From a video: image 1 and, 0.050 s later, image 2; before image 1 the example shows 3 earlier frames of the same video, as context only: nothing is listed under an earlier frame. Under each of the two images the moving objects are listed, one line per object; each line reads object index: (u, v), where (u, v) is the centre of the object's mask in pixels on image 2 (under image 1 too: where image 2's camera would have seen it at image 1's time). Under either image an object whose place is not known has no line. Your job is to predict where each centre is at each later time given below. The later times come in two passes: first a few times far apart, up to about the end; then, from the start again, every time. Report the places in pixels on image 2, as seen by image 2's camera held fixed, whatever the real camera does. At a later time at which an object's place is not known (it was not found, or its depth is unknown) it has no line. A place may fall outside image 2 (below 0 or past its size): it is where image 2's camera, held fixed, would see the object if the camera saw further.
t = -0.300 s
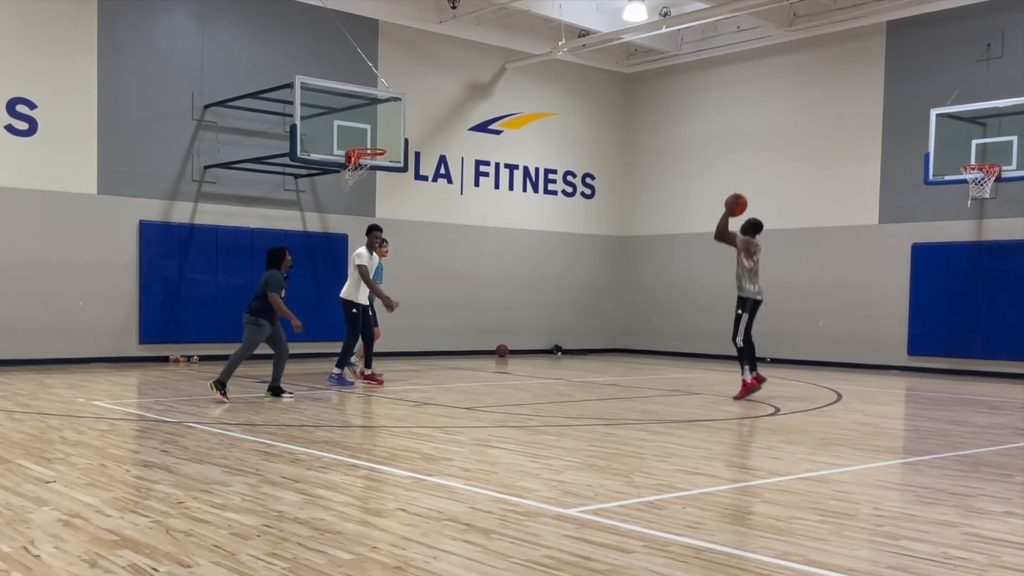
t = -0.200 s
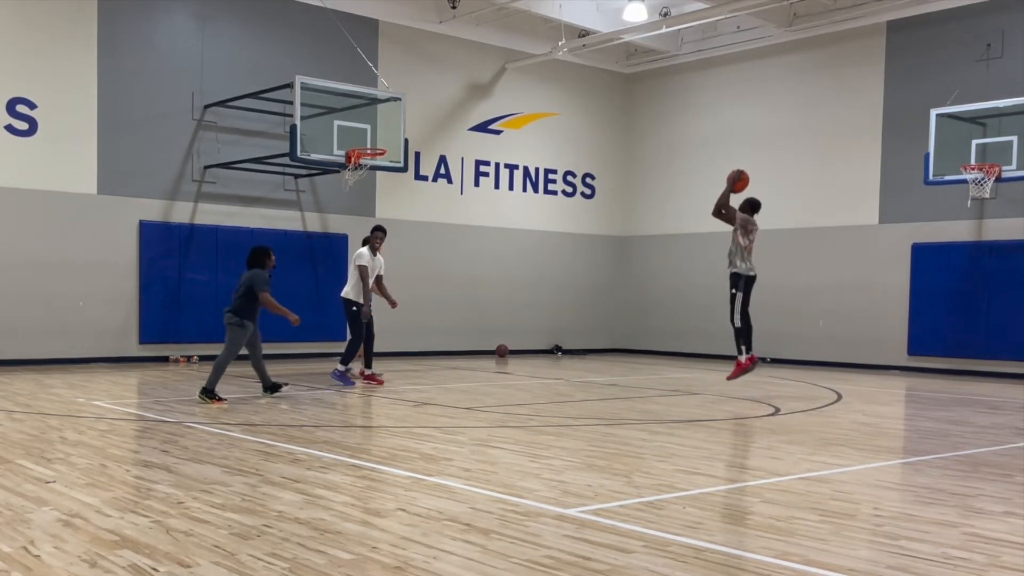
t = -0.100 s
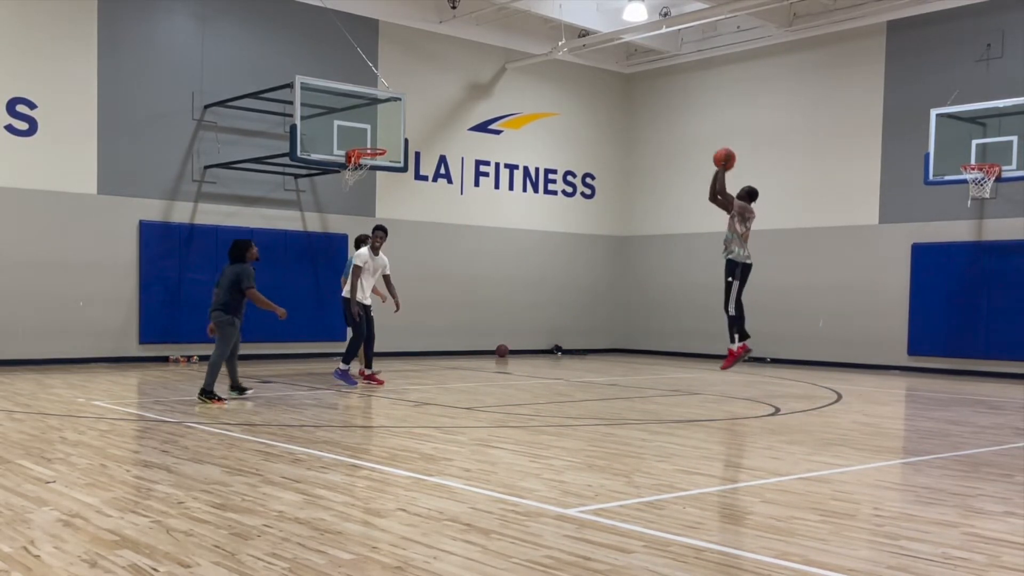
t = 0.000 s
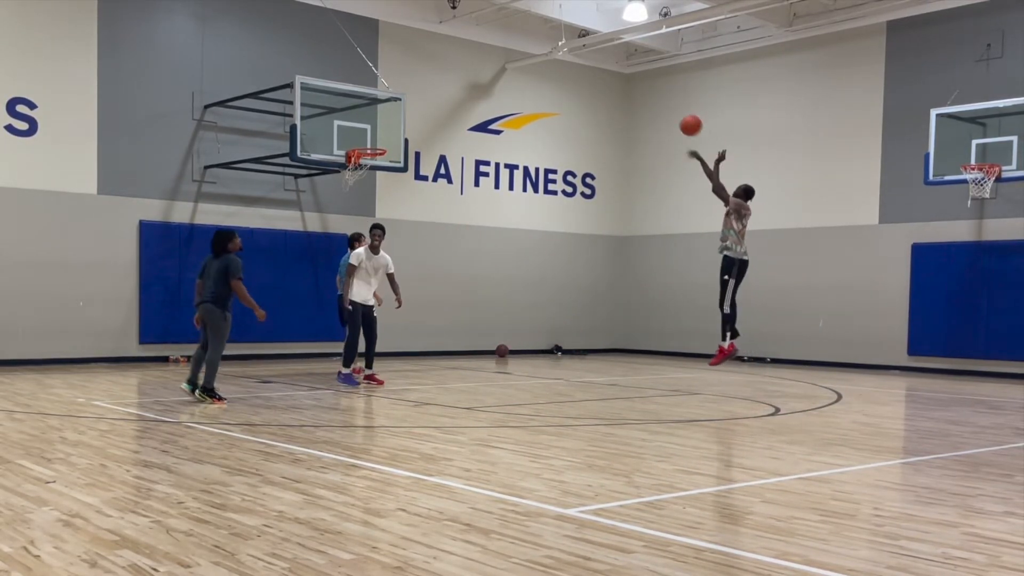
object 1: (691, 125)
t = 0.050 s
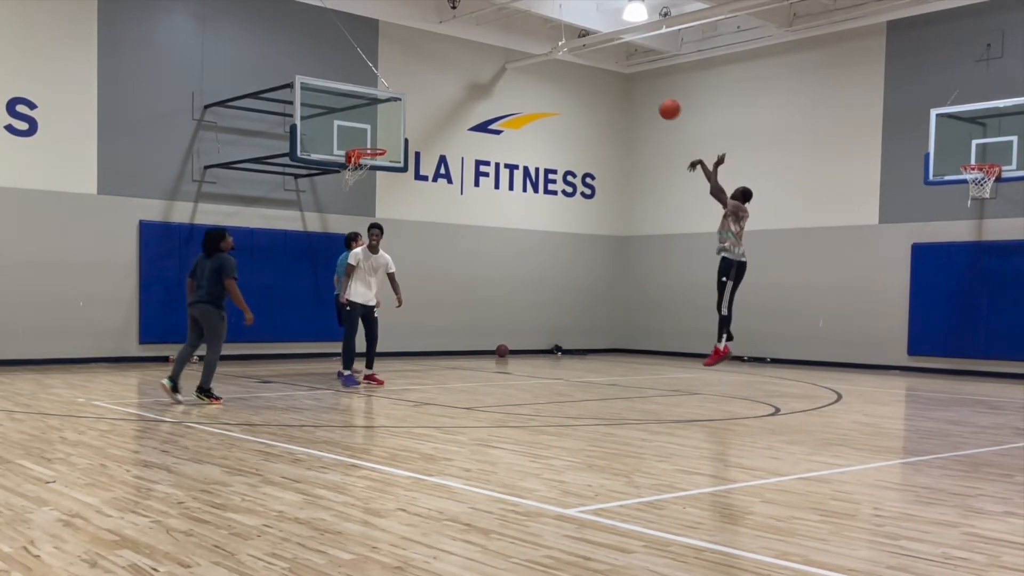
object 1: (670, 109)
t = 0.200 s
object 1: (609, 76)
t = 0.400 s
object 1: (534, 63)
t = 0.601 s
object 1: (466, 82)
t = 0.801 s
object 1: (403, 128)
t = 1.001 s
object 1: (385, 123)
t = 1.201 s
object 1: (386, 112)
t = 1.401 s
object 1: (401, 119)
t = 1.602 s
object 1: (415, 153)
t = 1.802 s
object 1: (429, 216)
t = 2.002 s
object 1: (442, 305)
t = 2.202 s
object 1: (450, 337)
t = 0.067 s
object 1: (663, 104)
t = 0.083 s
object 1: (656, 100)
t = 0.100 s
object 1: (649, 96)
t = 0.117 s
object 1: (642, 92)
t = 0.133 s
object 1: (636, 88)
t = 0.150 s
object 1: (629, 85)
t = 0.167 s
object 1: (622, 82)
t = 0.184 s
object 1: (616, 79)
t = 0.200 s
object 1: (609, 76)
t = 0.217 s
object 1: (603, 74)
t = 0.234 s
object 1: (596, 71)
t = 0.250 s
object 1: (590, 70)
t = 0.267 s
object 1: (583, 68)
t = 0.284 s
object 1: (577, 67)
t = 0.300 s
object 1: (571, 65)
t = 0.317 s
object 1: (564, 64)
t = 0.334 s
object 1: (558, 64)
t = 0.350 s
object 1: (552, 63)
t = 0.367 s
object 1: (546, 63)
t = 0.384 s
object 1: (540, 63)
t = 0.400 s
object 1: (534, 63)
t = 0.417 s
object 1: (528, 64)
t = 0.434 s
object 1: (522, 64)
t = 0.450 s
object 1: (517, 65)
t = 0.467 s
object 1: (511, 66)
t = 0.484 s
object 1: (505, 68)
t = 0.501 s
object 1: (499, 69)
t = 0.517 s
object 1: (494, 71)
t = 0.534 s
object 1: (488, 72)
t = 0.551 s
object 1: (482, 75)
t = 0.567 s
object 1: (477, 77)
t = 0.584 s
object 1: (471, 79)
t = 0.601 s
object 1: (466, 82)
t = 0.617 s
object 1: (461, 85)
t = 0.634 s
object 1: (455, 88)
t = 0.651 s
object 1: (450, 91)
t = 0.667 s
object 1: (444, 95)
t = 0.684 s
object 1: (439, 98)
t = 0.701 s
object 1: (434, 102)
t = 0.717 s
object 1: (429, 106)
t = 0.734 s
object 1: (424, 110)
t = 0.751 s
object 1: (418, 114)
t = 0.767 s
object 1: (413, 119)
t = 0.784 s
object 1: (408, 123)
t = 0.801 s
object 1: (403, 128)
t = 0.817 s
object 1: (398, 133)
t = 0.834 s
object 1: (394, 138)
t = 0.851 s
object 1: (389, 143)
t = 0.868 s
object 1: (387, 144)
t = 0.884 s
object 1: (387, 141)
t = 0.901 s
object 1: (386, 137)
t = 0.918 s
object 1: (386, 134)
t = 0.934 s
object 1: (386, 132)
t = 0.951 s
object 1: (386, 129)
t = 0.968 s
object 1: (386, 127)
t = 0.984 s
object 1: (385, 125)
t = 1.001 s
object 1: (385, 123)
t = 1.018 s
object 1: (385, 121)
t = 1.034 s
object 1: (385, 120)
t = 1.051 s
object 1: (384, 119)
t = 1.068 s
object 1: (384, 117)
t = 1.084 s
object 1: (384, 117)
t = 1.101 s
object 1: (384, 116)
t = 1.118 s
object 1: (383, 115)
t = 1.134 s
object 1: (383, 115)
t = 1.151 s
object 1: (383, 115)
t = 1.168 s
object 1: (383, 114)
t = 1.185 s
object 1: (385, 113)
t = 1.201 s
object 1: (386, 112)
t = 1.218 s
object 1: (387, 112)
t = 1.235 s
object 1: (389, 111)
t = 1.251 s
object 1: (390, 111)
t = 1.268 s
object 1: (391, 111)
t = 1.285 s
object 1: (392, 111)
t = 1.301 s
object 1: (393, 112)
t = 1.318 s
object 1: (395, 112)
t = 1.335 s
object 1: (396, 113)
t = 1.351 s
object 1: (397, 114)
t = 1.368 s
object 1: (398, 115)
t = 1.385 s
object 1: (400, 117)
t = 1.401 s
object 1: (401, 119)
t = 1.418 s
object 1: (402, 120)
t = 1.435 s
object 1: (403, 122)
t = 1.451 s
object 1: (404, 124)
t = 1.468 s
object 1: (406, 127)
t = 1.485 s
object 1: (407, 129)
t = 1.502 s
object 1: (408, 132)
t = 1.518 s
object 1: (409, 135)
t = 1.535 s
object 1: (411, 138)
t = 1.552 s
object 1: (412, 142)
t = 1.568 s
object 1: (413, 145)
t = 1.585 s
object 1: (414, 149)
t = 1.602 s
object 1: (415, 153)
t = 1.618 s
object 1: (416, 158)
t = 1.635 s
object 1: (417, 161)
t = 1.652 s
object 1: (419, 166)
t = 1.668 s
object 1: (420, 171)
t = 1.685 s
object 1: (421, 176)
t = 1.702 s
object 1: (422, 181)
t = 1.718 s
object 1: (423, 186)
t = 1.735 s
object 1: (424, 192)
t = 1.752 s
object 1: (425, 198)
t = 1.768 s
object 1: (426, 203)
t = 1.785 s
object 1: (428, 210)
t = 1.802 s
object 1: (429, 216)
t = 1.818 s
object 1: (430, 222)
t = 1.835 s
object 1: (431, 229)
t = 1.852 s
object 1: (432, 236)
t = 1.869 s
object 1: (433, 243)
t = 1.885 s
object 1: (434, 250)
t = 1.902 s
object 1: (435, 257)
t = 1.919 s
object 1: (436, 265)
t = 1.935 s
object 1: (438, 272)
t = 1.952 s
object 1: (439, 281)
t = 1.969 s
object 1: (440, 289)
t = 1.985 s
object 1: (441, 297)
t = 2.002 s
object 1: (442, 305)
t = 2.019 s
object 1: (443, 314)
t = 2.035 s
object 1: (444, 323)
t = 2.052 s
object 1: (445, 332)
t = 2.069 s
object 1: (446, 341)
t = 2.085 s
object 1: (447, 350)
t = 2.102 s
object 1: (448, 360)
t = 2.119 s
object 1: (449, 367)
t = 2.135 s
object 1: (449, 361)
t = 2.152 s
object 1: (450, 355)
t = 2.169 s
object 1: (450, 349)
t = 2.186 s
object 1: (450, 342)
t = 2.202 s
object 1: (450, 337)
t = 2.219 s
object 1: (450, 331)
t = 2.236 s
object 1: (451, 325)
